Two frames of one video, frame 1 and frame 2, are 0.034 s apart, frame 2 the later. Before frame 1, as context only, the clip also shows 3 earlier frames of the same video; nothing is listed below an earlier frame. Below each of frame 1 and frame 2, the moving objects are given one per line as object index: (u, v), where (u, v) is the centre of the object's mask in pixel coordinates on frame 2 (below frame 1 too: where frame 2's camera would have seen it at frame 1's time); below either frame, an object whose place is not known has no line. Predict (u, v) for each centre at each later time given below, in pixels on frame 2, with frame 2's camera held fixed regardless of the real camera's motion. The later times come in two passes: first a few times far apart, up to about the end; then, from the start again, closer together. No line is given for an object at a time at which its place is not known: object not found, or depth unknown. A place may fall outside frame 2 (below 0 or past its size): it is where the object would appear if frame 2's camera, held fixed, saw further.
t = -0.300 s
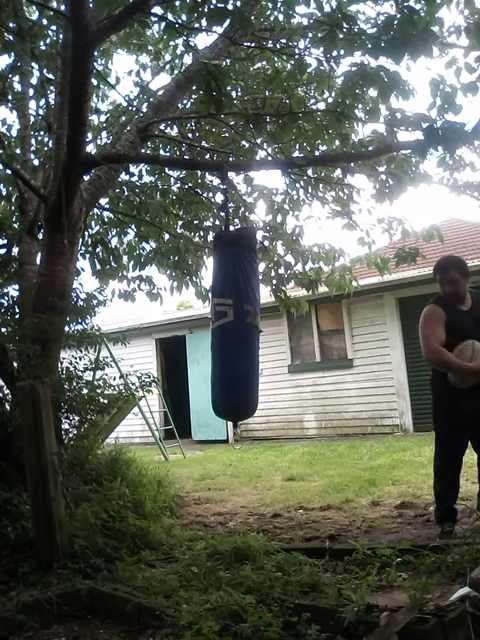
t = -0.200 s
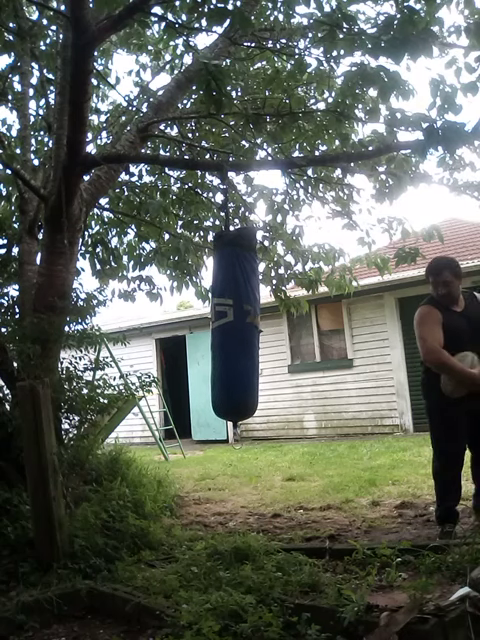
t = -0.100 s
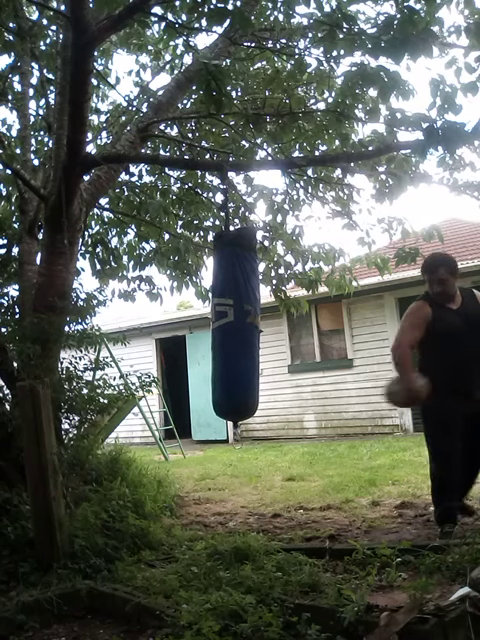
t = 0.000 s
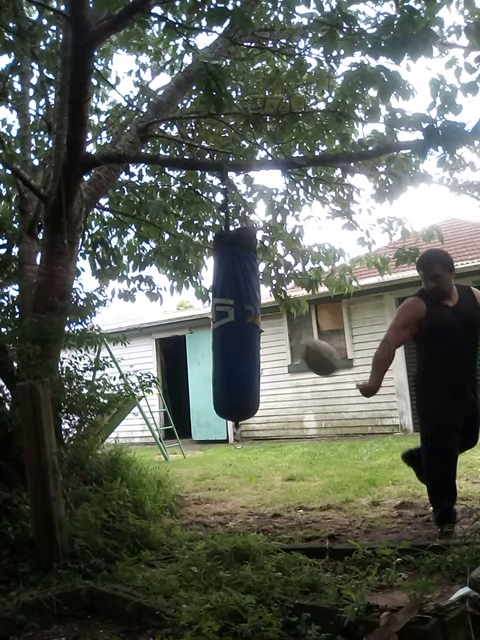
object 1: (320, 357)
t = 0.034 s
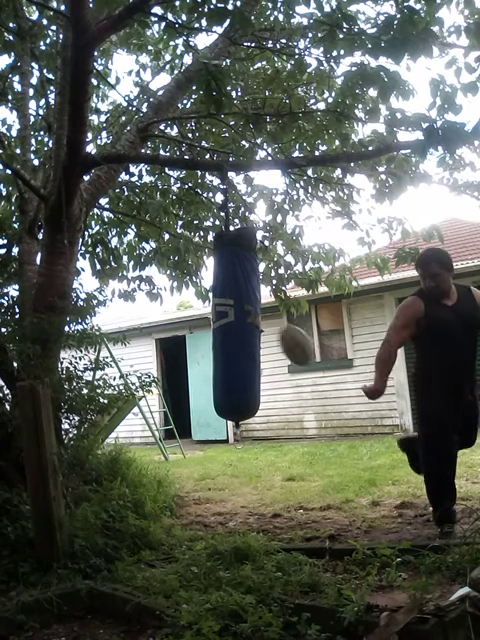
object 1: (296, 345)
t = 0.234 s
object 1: (288, 328)
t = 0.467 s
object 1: (338, 401)
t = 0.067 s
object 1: (272, 333)
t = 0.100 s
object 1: (265, 327)
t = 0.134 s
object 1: (271, 325)
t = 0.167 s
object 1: (276, 325)
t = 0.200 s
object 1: (282, 326)
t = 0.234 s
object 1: (288, 328)
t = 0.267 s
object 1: (295, 333)
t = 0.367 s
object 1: (316, 358)
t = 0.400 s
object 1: (323, 370)
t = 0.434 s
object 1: (331, 384)
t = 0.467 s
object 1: (338, 401)
